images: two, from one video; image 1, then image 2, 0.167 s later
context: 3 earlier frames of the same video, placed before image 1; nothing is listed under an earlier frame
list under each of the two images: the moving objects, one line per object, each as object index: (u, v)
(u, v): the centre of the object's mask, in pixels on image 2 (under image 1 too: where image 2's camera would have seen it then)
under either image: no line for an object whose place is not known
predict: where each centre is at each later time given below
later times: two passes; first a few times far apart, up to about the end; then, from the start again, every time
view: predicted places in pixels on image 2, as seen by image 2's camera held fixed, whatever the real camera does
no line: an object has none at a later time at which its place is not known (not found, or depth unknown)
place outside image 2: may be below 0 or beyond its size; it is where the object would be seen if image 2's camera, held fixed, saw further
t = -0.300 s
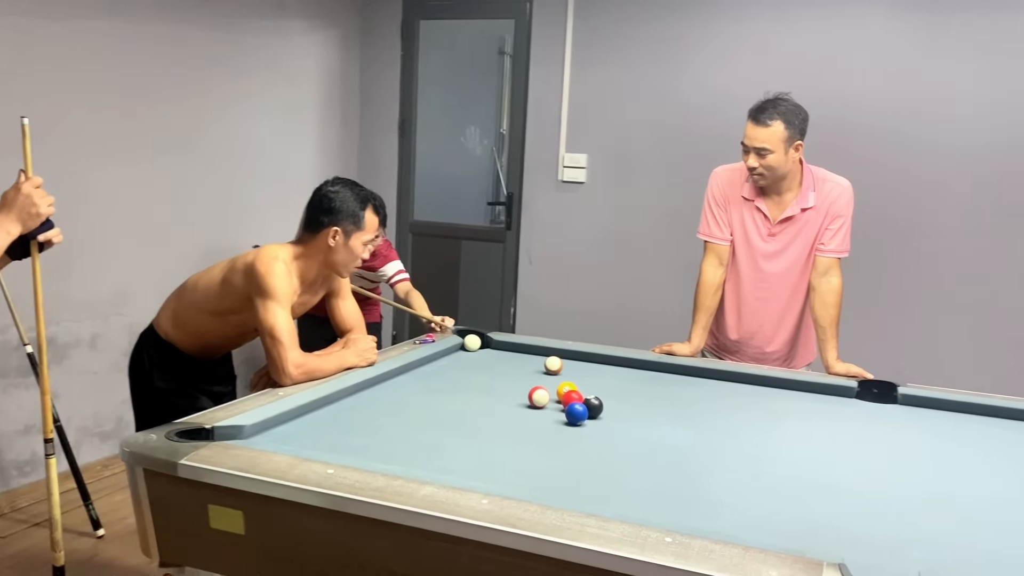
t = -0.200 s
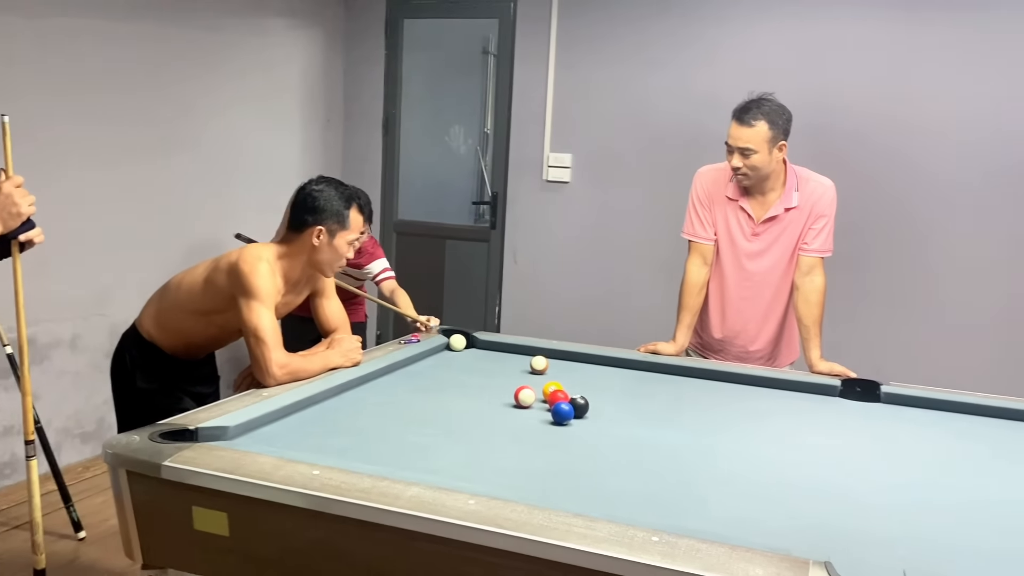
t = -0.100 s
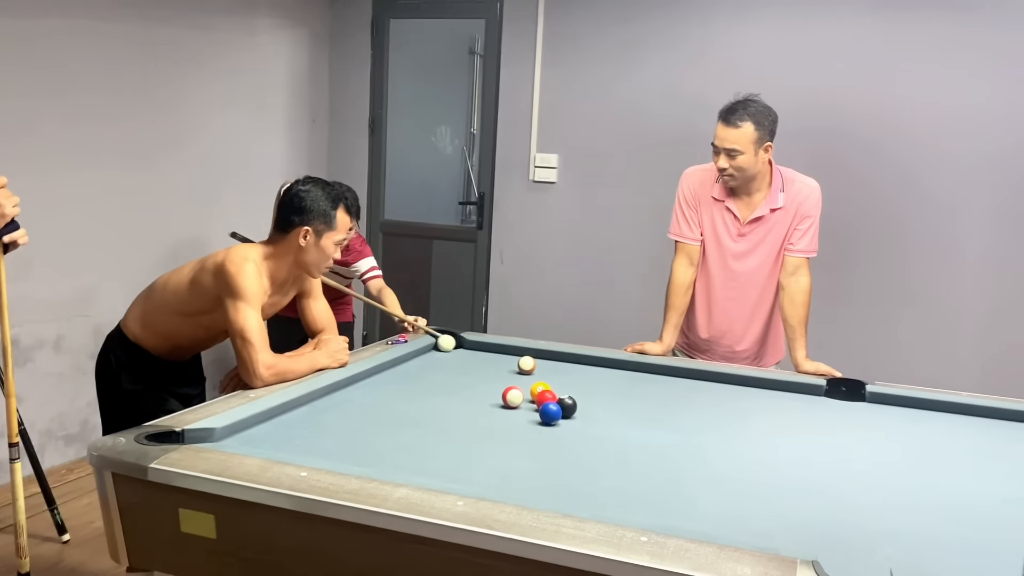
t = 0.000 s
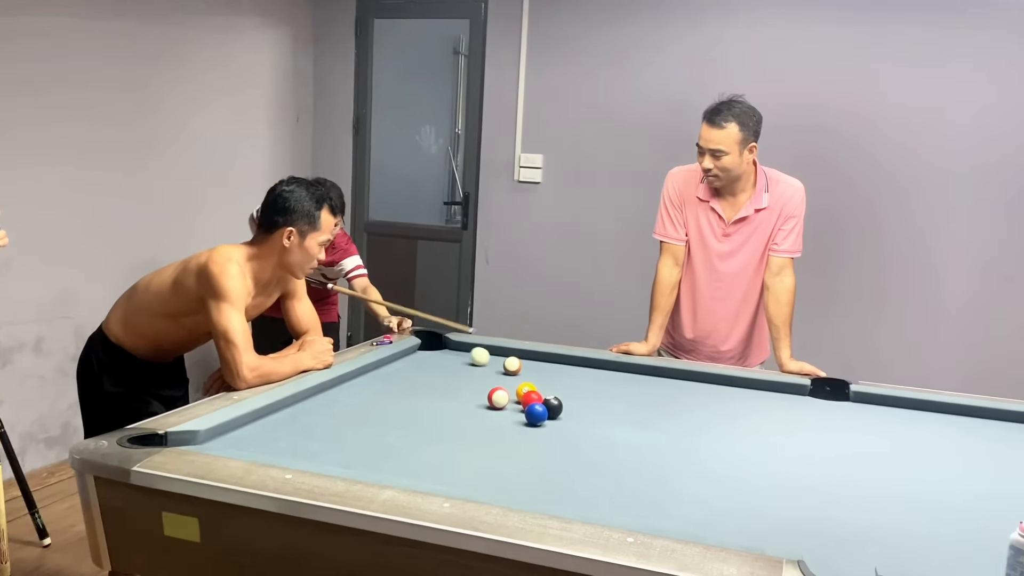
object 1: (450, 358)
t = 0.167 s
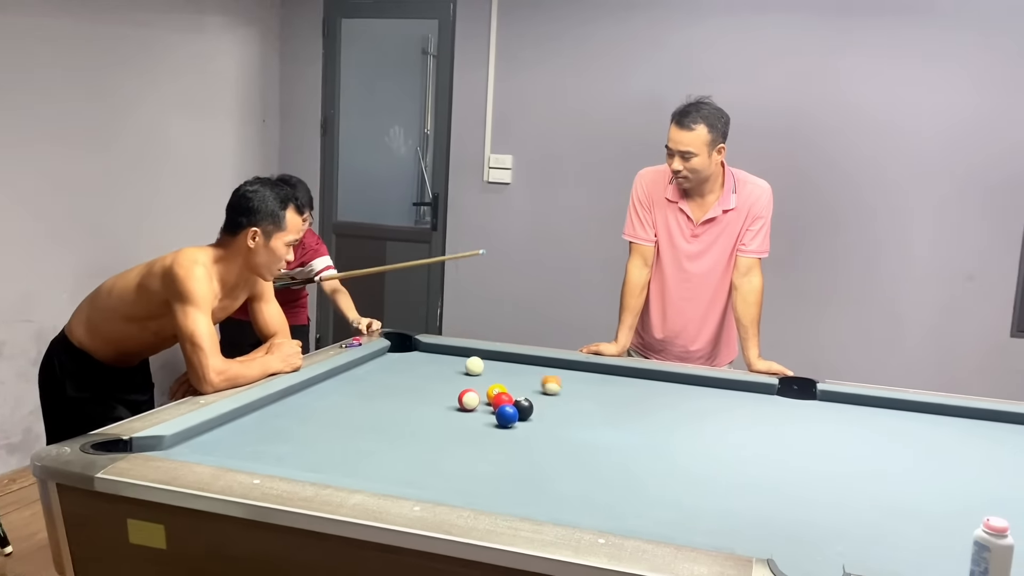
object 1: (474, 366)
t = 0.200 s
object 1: (478, 367)
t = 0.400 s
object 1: (505, 375)
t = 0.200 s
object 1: (478, 367)
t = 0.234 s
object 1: (483, 368)
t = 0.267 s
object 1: (487, 369)
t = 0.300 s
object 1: (492, 371)
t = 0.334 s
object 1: (496, 372)
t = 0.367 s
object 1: (501, 373)
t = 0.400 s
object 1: (505, 375)
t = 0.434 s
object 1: (510, 376)
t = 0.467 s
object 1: (515, 378)
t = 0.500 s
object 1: (519, 379)
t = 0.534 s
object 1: (524, 380)
